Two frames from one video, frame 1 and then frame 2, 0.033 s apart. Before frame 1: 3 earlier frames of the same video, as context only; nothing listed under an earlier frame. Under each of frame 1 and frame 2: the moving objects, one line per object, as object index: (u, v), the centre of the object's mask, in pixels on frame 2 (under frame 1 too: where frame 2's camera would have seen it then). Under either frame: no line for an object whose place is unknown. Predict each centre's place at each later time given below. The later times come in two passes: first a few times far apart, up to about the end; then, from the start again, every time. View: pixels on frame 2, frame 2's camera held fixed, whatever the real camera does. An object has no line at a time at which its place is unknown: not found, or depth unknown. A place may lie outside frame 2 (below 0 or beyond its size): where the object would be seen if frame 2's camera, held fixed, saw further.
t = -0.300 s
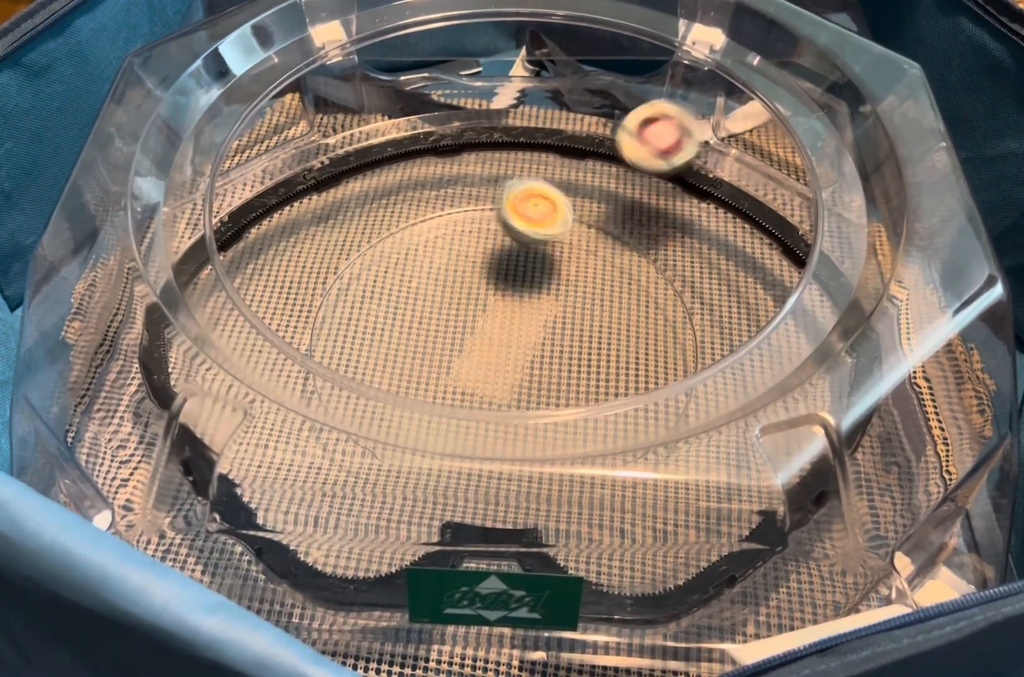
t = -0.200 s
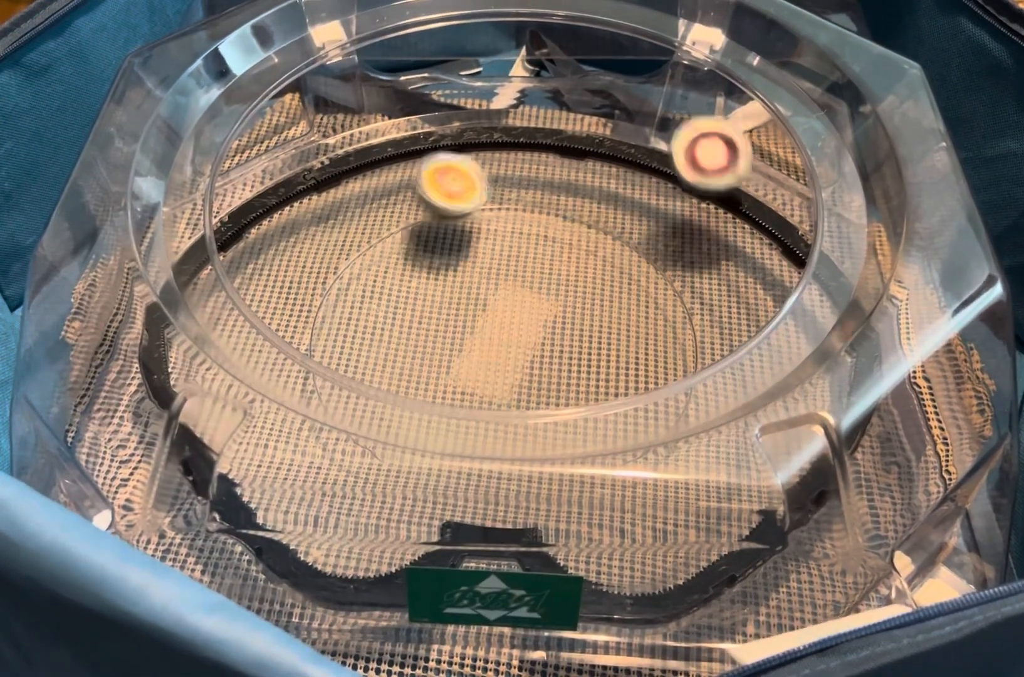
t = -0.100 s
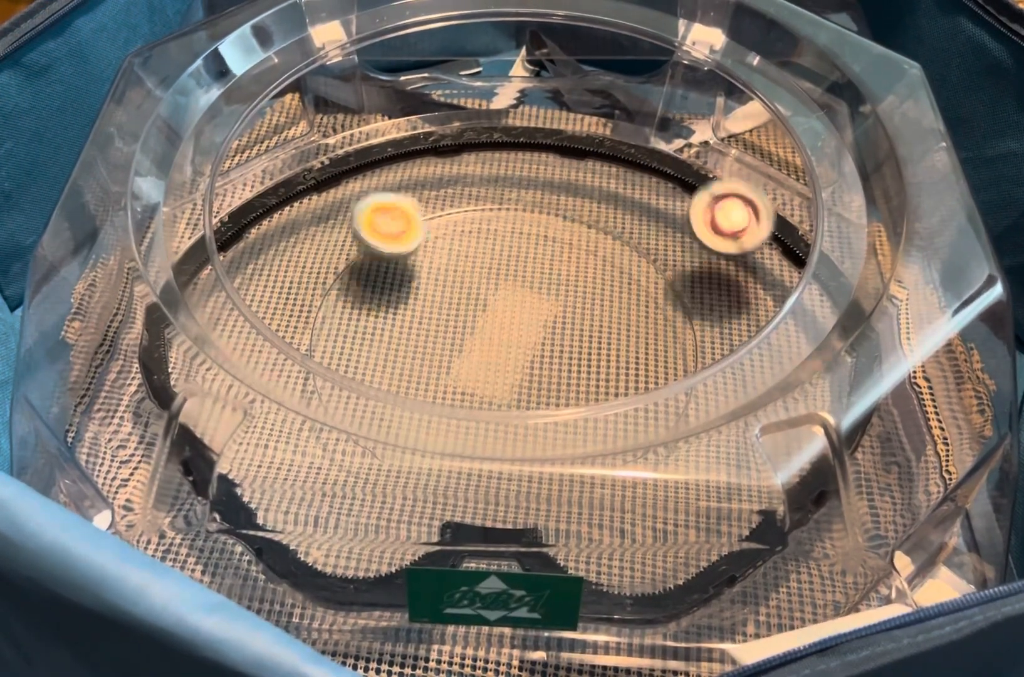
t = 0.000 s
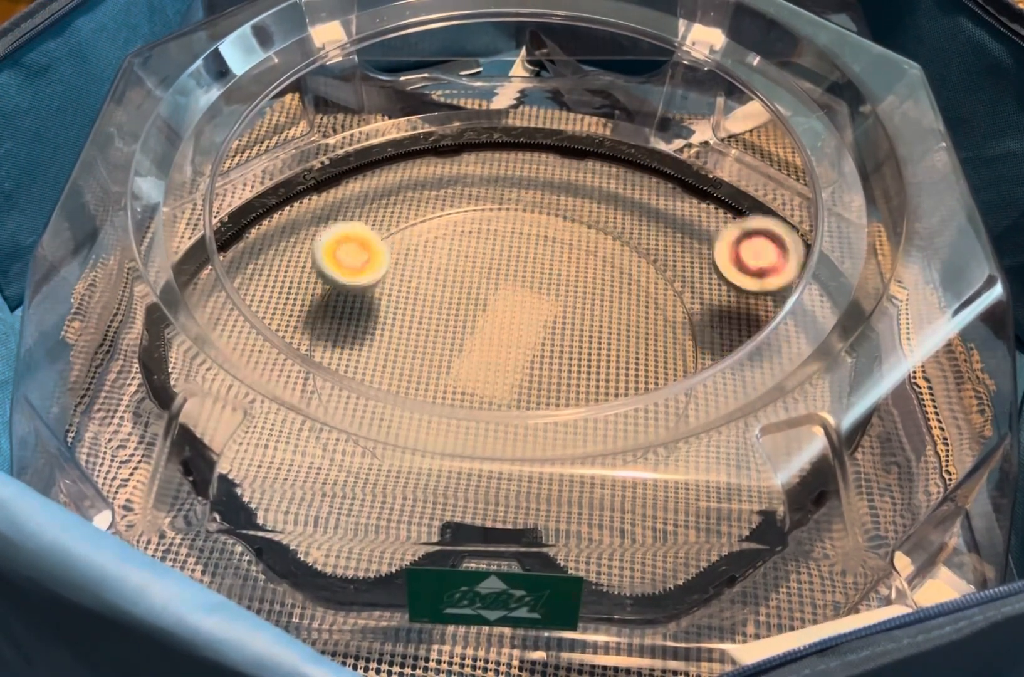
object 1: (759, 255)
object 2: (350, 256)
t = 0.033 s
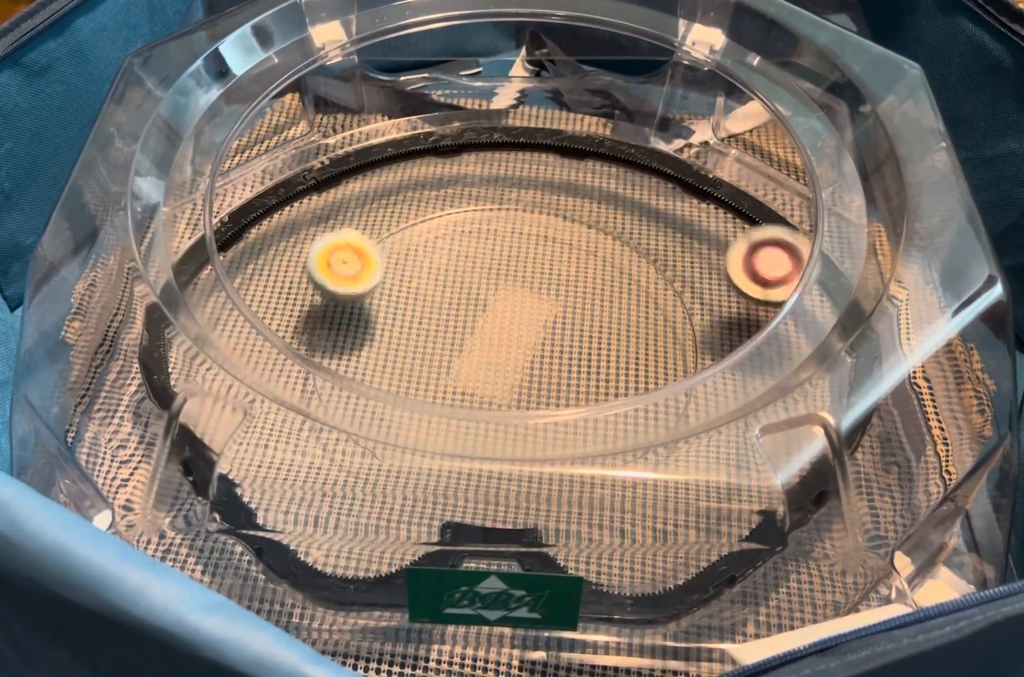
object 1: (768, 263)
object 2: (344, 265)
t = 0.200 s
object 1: (802, 299)
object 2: (399, 326)
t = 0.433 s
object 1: (773, 350)
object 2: (583, 280)
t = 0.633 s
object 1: (719, 306)
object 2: (528, 190)
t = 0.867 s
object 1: (494, 261)
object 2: (417, 313)
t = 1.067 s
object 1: (360, 393)
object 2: (586, 423)
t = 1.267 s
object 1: (407, 482)
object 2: (741, 356)
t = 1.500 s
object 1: (552, 286)
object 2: (742, 305)
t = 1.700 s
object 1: (482, 227)
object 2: (646, 270)
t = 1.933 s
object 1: (287, 306)
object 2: (392, 314)
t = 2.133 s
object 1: (293, 396)
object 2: (381, 438)
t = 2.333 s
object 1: (485, 328)
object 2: (436, 379)
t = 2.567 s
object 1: (638, 126)
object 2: (353, 353)
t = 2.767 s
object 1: (539, 162)
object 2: (337, 344)
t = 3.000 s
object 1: (430, 178)
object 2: (370, 296)
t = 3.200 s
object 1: (436, 158)
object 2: (370, 242)
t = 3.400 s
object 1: (489, 144)
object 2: (420, 254)
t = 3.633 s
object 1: (559, 158)
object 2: (546, 268)
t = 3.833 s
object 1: (619, 191)
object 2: (590, 266)
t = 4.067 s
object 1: (703, 234)
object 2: (567, 338)
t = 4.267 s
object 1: (770, 293)
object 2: (551, 388)
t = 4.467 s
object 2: (520, 392)
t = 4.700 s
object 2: (451, 368)
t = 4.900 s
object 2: (409, 336)
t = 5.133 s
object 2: (427, 310)
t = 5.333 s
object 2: (474, 287)
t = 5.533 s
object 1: (727, 351)
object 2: (511, 280)
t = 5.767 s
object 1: (589, 279)
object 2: (470, 285)
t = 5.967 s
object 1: (471, 250)
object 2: (420, 356)
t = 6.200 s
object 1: (369, 279)
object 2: (535, 373)
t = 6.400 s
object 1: (405, 338)
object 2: (520, 291)
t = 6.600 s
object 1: (497, 338)
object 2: (436, 291)
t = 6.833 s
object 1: (537, 286)
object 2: (456, 361)
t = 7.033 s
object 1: (522, 273)
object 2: (542, 350)
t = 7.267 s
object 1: (463, 109)
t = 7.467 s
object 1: (436, 121)
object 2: (642, 438)
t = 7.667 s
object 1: (452, 168)
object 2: (551, 333)
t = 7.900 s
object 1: (515, 213)
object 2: (533, 304)
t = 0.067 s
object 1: (789, 272)
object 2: (343, 275)
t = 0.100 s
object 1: (809, 279)
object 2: (347, 287)
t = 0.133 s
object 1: (829, 287)
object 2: (359, 301)
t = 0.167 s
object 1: (819, 286)
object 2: (376, 315)
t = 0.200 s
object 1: (802, 299)
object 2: (399, 326)
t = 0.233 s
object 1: (790, 307)
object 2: (427, 335)
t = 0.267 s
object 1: (776, 316)
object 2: (459, 337)
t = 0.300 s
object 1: (769, 324)
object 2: (490, 335)
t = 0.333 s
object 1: (767, 331)
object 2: (521, 326)
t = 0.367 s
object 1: (767, 338)
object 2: (547, 316)
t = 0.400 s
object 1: (769, 344)
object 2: (569, 299)
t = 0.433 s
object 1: (773, 350)
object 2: (583, 280)
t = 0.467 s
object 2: (592, 260)
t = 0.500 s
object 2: (594, 238)
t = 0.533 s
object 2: (588, 220)
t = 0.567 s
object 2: (575, 202)
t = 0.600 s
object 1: (743, 319)
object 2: (554, 190)
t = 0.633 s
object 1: (719, 306)
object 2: (528, 190)
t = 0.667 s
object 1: (686, 281)
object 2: (500, 192)
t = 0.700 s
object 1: (654, 268)
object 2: (476, 201)
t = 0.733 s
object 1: (621, 257)
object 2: (455, 213)
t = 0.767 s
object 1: (589, 249)
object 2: (436, 233)
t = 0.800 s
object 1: (558, 248)
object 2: (422, 256)
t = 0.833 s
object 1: (525, 251)
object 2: (415, 286)
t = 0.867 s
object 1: (494, 261)
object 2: (417, 313)
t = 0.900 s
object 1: (465, 275)
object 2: (426, 344)
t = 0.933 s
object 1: (439, 294)
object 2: (443, 368)
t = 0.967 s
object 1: (413, 314)
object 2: (468, 393)
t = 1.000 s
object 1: (391, 339)
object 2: (504, 410)
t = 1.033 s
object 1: (374, 362)
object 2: (544, 422)
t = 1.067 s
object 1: (360, 393)
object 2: (586, 423)
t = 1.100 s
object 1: (354, 424)
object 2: (629, 418)
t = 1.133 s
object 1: (359, 447)
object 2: (661, 402)
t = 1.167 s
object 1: (360, 478)
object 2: (690, 387)
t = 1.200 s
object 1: (362, 508)
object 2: (712, 376)
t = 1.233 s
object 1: (377, 521)
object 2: (730, 366)
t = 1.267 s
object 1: (407, 482)
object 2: (741, 356)
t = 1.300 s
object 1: (441, 454)
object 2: (752, 351)
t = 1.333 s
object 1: (469, 424)
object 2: (760, 343)
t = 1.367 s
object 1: (497, 387)
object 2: (760, 334)
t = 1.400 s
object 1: (516, 364)
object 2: (759, 325)
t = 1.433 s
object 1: (533, 333)
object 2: (756, 318)
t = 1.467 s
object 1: (545, 311)
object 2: (746, 308)
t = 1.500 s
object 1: (552, 286)
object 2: (742, 305)
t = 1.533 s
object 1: (553, 265)
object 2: (736, 300)
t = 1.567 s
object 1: (548, 248)
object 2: (725, 294)
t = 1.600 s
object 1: (538, 237)
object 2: (712, 288)
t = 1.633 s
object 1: (523, 230)
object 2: (694, 282)
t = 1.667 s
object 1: (505, 228)
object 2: (673, 277)
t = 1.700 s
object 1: (482, 227)
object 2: (646, 270)
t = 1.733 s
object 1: (454, 230)
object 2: (612, 263)
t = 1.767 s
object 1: (423, 237)
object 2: (575, 260)
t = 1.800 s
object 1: (390, 245)
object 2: (532, 263)
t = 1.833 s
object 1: (357, 254)
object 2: (492, 270)
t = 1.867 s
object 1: (323, 268)
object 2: (454, 282)
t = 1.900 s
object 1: (303, 281)
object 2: (421, 296)
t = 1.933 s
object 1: (287, 306)
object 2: (392, 314)
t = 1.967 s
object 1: (263, 328)
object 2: (368, 335)
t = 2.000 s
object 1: (246, 338)
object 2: (353, 355)
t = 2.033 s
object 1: (217, 354)
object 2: (341, 386)
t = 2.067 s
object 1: (192, 362)
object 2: (352, 401)
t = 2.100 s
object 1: (217, 385)
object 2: (366, 426)
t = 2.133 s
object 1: (293, 396)
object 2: (381, 438)
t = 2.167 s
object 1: (338, 387)
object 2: (408, 470)
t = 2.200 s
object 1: (374, 381)
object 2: (434, 497)
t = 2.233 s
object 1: (407, 368)
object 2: (431, 453)
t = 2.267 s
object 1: (435, 359)
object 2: (430, 428)
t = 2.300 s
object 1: (459, 343)
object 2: (434, 414)
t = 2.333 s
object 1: (485, 328)
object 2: (436, 379)
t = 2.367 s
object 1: (524, 295)
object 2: (417, 371)
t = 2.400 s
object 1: (561, 257)
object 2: (402, 367)
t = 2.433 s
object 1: (594, 223)
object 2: (389, 362)
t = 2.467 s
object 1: (615, 189)
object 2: (377, 358)
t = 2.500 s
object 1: (632, 164)
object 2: (368, 355)
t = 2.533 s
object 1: (644, 142)
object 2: (360, 354)
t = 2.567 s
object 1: (638, 126)
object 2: (353, 353)
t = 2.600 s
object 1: (629, 122)
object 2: (350, 352)
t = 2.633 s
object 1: (615, 125)
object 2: (347, 351)
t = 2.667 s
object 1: (599, 136)
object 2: (342, 348)
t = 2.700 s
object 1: (580, 147)
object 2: (339, 347)
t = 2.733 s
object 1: (559, 157)
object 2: (334, 344)
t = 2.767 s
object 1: (539, 162)
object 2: (337, 344)
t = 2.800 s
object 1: (521, 168)
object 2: (342, 342)
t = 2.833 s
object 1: (501, 172)
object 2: (348, 338)
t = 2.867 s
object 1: (483, 176)
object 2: (355, 333)
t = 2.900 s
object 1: (466, 179)
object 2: (360, 326)
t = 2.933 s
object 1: (452, 180)
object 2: (364, 317)
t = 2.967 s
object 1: (439, 179)
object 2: (367, 307)
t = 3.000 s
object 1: (430, 178)
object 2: (370, 296)
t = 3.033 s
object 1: (424, 176)
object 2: (371, 285)
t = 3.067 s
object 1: (422, 173)
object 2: (371, 273)
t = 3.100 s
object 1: (422, 169)
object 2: (369, 262)
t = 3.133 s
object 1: (425, 166)
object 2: (367, 252)
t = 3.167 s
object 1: (430, 161)
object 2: (368, 246)
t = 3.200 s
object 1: (436, 158)
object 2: (370, 242)
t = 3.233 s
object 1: (444, 154)
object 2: (372, 240)
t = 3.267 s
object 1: (452, 151)
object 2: (378, 240)
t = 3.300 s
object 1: (461, 148)
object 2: (385, 242)
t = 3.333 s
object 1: (470, 145)
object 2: (394, 244)
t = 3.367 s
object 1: (480, 144)
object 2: (405, 249)
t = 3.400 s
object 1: (489, 144)
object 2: (420, 254)
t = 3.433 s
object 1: (499, 143)
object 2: (433, 257)
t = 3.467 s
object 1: (509, 143)
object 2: (451, 262)
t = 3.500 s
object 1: (519, 145)
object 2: (467, 267)
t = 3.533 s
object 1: (529, 147)
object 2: (489, 270)
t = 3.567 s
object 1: (540, 150)
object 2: (508, 271)
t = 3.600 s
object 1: (549, 153)
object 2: (527, 271)
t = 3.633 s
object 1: (559, 158)
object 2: (546, 268)
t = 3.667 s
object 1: (569, 163)
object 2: (560, 265)
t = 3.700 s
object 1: (579, 168)
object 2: (571, 263)
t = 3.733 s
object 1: (588, 174)
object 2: (580, 261)
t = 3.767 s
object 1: (598, 180)
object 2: (587, 259)
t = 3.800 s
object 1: (608, 187)
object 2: (590, 260)
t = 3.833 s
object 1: (619, 191)
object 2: (590, 266)
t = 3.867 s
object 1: (632, 195)
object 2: (589, 272)
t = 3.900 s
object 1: (644, 200)
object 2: (586, 282)
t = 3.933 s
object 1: (656, 205)
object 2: (585, 293)
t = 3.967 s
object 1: (667, 212)
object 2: (580, 303)
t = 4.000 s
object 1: (679, 219)
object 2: (575, 315)
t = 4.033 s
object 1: (692, 227)
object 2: (571, 325)
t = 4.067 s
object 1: (703, 234)
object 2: (567, 338)
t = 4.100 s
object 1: (715, 243)
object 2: (562, 353)
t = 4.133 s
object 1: (727, 252)
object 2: (560, 362)
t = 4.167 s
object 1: (738, 263)
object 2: (556, 373)
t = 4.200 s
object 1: (750, 273)
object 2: (555, 379)
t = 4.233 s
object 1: (756, 282)
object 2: (554, 385)
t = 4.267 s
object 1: (770, 293)
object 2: (551, 388)
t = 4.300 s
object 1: (784, 305)
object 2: (548, 390)
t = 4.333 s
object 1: (794, 315)
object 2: (544, 401)
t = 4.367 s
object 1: (806, 327)
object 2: (540, 400)
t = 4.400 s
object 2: (534, 400)
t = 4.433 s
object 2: (529, 403)
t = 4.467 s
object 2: (520, 392)
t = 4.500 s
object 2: (512, 390)
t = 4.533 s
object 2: (503, 388)
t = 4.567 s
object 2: (491, 385)
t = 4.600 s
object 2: (481, 382)
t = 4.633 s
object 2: (471, 378)
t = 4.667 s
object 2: (462, 374)
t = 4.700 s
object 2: (451, 368)
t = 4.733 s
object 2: (442, 364)
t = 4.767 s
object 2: (431, 356)
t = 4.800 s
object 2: (424, 350)
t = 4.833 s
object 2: (417, 345)
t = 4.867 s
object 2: (412, 342)
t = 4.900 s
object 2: (409, 336)
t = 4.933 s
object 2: (407, 332)
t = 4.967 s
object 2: (407, 329)
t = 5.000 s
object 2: (408, 326)
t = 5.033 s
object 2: (411, 321)
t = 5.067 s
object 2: (416, 317)
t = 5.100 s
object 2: (420, 315)
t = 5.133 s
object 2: (427, 310)
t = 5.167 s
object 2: (435, 306)
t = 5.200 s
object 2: (442, 301)
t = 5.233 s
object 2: (450, 299)
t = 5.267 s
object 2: (459, 295)
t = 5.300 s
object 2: (467, 291)
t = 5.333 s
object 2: (474, 287)
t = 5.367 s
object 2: (481, 285)
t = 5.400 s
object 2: (488, 282)
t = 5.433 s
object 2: (495, 278)
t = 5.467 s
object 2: (501, 279)
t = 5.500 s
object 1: (744, 365)
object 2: (505, 278)
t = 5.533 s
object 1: (727, 351)
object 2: (511, 280)
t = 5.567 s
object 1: (701, 337)
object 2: (517, 279)
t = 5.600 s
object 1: (677, 335)
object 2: (521, 281)
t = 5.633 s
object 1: (646, 320)
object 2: (523, 284)
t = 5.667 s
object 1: (613, 303)
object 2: (526, 284)
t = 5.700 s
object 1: (608, 293)
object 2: (508, 284)
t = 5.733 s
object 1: (601, 286)
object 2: (490, 283)
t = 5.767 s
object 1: (589, 279)
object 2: (470, 285)
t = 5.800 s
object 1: (570, 273)
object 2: (449, 295)
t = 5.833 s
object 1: (551, 266)
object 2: (435, 302)
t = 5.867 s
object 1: (531, 260)
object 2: (423, 314)
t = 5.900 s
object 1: (511, 256)
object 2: (416, 329)
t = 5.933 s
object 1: (492, 253)
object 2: (415, 343)
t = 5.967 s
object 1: (471, 250)
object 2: (420, 356)
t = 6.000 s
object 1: (449, 248)
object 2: (430, 369)
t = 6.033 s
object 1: (430, 250)
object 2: (446, 377)
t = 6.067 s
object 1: (411, 252)
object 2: (464, 382)
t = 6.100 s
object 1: (396, 256)
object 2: (482, 384)
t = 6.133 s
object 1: (384, 262)
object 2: (504, 383)
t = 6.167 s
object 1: (375, 270)
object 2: (521, 378)
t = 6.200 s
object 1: (369, 279)
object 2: (535, 373)
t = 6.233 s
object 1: (366, 289)
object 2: (545, 359)
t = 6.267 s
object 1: (367, 300)
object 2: (550, 344)
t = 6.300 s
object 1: (371, 311)
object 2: (550, 330)
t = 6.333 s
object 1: (379, 321)
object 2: (545, 316)
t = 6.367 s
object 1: (391, 330)
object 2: (534, 302)
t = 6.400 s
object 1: (405, 338)
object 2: (520, 291)
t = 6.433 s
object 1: (421, 343)
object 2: (505, 284)
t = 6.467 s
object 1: (437, 346)
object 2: (489, 280)
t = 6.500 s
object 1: (454, 346)
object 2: (472, 278)
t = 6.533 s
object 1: (468, 346)
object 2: (458, 281)
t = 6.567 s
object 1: (483, 343)
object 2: (444, 285)
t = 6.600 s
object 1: (497, 338)
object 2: (436, 291)
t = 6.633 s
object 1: (508, 332)
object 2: (429, 299)
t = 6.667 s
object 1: (518, 324)
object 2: (423, 311)
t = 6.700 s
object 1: (525, 316)
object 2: (421, 321)
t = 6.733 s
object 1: (531, 307)
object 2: (424, 332)
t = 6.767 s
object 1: (534, 299)
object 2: (432, 341)
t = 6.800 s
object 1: (536, 293)
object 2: (442, 351)
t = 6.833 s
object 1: (537, 286)
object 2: (456, 361)
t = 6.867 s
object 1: (535, 281)
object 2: (472, 365)
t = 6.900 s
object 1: (533, 277)
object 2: (488, 367)
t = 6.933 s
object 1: (531, 274)
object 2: (505, 365)
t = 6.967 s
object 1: (528, 273)
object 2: (519, 363)
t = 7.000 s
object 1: (524, 272)
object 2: (532, 358)
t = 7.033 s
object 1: (522, 273)
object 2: (542, 350)
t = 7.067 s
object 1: (519, 274)
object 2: (550, 341)
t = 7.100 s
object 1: (507, 217)
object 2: (570, 386)
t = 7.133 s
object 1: (495, 153)
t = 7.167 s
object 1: (484, 114)
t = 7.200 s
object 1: (477, 96)
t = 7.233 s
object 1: (470, 94)
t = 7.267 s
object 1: (463, 109)
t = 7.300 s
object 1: (457, 110)
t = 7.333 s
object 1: (451, 110)
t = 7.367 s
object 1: (445, 113)
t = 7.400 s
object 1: (441, 115)
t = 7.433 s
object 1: (438, 117)
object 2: (644, 456)
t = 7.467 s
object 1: (436, 121)
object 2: (642, 438)
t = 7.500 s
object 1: (434, 136)
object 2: (621, 413)
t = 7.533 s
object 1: (434, 142)
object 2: (605, 398)
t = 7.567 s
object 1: (435, 153)
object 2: (590, 382)
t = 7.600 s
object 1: (438, 158)
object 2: (579, 362)
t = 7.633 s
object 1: (444, 163)
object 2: (564, 348)
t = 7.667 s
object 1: (452, 168)
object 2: (551, 333)
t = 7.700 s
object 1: (461, 171)
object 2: (544, 316)
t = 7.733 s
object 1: (472, 176)
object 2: (537, 307)
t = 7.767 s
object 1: (483, 181)
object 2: (535, 299)
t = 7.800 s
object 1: (492, 194)
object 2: (533, 294)
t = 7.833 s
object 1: (500, 205)
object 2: (534, 291)
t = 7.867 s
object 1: (506, 215)
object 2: (535, 289)
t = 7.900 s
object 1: (515, 213)
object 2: (533, 304)
